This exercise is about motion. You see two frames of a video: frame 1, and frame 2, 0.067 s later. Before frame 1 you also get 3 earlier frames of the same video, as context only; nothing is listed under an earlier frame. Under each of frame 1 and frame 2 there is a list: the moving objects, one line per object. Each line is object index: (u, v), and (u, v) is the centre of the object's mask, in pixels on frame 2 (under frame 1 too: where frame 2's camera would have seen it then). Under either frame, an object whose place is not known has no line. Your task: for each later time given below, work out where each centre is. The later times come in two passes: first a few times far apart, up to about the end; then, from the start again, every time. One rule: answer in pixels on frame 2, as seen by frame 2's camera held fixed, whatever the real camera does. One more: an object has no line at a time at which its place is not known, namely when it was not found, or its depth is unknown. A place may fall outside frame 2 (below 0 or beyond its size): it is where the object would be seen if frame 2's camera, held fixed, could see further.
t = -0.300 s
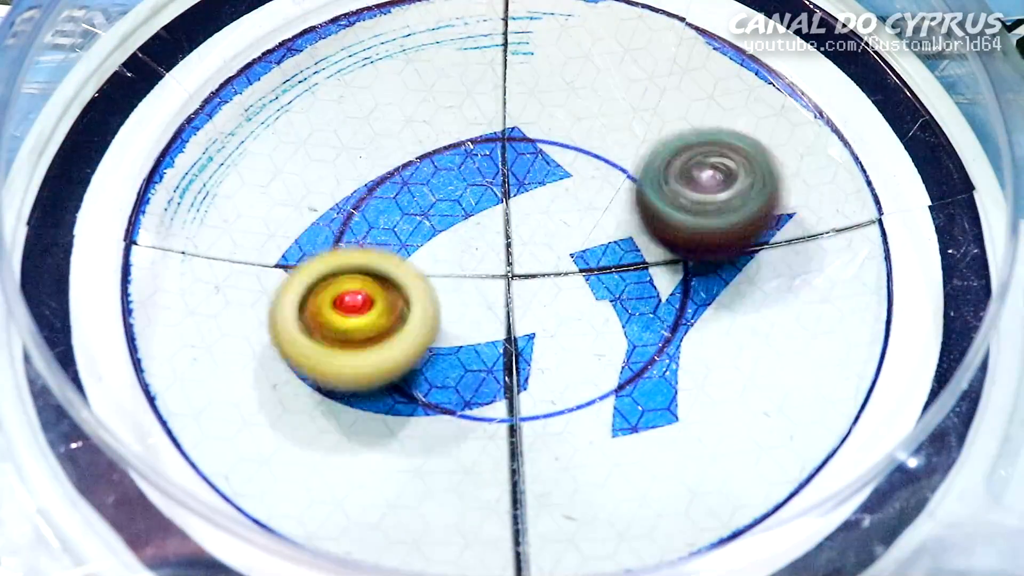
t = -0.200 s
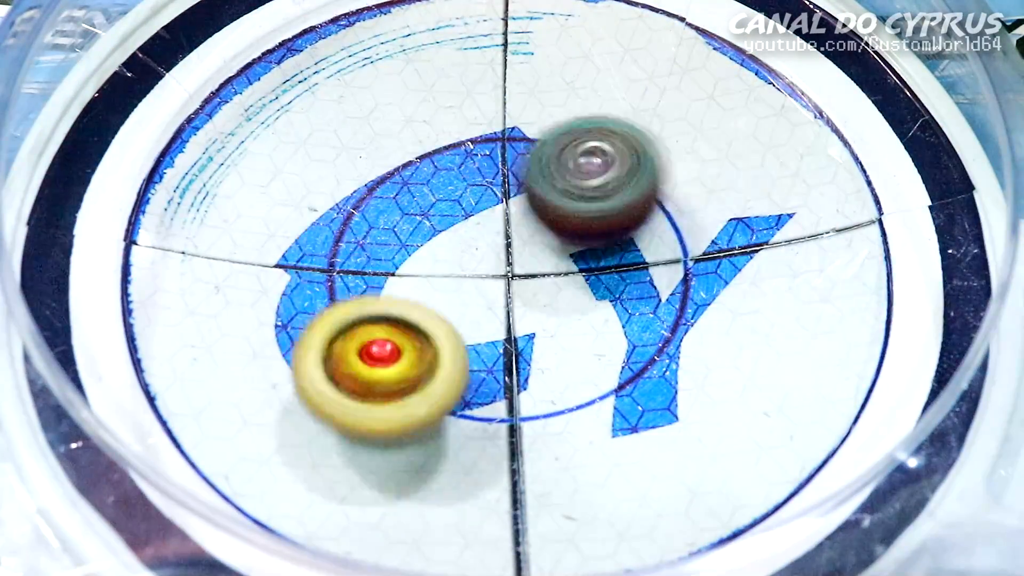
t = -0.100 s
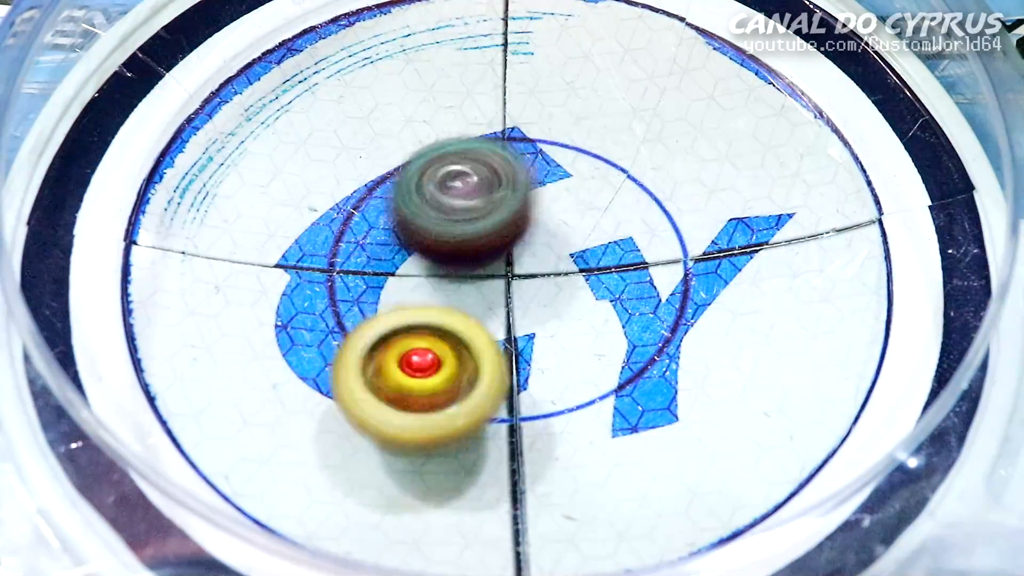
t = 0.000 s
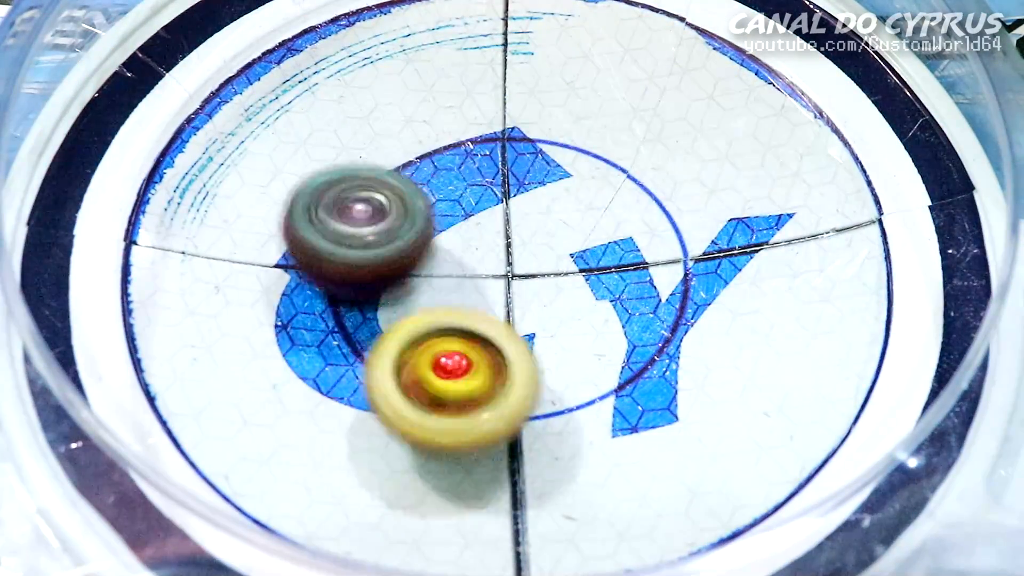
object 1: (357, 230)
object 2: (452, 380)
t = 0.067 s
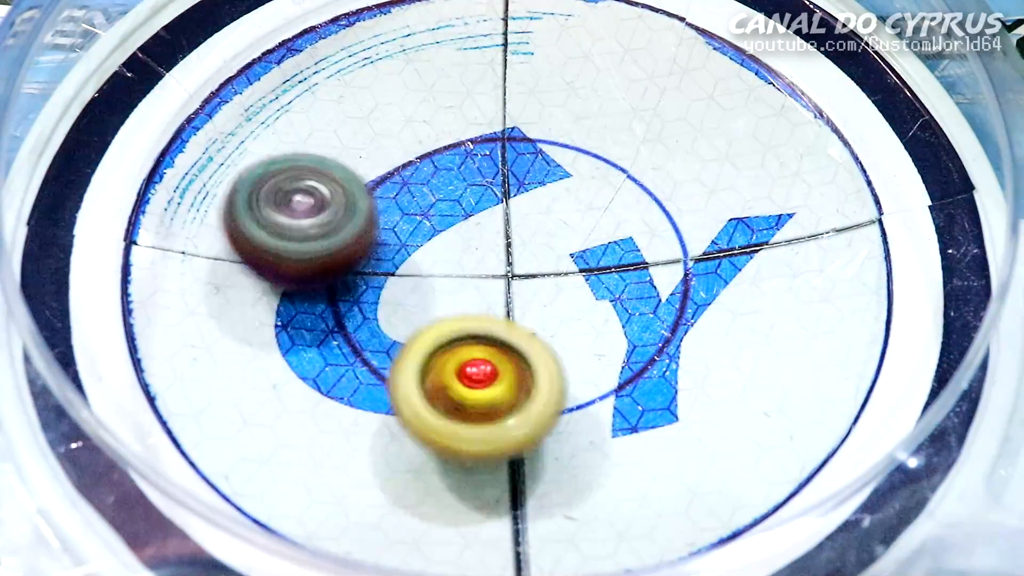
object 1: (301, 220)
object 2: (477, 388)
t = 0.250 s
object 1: (210, 280)
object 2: (502, 354)
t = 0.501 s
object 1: (330, 283)
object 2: (577, 291)
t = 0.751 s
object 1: (363, 158)
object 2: (632, 158)
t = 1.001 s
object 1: (389, 80)
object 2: (549, 126)
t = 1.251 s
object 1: (370, 61)
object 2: (578, 204)
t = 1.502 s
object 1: (444, 191)
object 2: (580, 273)
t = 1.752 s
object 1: (408, 166)
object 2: (734, 402)
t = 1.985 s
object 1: (467, 212)
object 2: (670, 400)
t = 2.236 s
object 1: (594, 220)
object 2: (524, 352)
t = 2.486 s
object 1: (615, 184)
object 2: (365, 257)
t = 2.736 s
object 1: (537, 207)
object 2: (306, 189)
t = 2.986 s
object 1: (464, 280)
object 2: (358, 163)
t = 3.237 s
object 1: (473, 315)
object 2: (485, 152)
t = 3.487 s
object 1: (504, 262)
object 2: (622, 164)
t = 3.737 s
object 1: (479, 176)
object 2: (680, 195)
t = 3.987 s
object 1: (436, 160)
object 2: (647, 246)
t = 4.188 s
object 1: (449, 195)
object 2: (564, 298)
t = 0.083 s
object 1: (286, 221)
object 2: (482, 386)
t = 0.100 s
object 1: (272, 224)
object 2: (487, 385)
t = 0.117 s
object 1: (258, 227)
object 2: (491, 382)
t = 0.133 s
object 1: (245, 230)
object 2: (493, 379)
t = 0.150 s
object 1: (234, 237)
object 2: (495, 375)
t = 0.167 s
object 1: (225, 243)
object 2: (496, 372)
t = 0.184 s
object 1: (217, 251)
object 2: (498, 369)
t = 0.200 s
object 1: (211, 258)
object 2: (500, 366)
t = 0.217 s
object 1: (208, 266)
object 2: (501, 361)
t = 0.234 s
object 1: (209, 273)
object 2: (501, 358)
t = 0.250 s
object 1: (210, 280)
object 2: (502, 354)
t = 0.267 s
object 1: (214, 286)
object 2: (502, 350)
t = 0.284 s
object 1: (221, 292)
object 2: (503, 346)
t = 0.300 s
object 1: (229, 298)
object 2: (503, 343)
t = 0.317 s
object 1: (237, 302)
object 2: (504, 338)
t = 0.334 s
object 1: (248, 306)
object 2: (504, 334)
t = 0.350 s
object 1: (261, 310)
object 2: (504, 329)
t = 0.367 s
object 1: (274, 312)
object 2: (504, 326)
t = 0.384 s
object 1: (287, 314)
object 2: (505, 321)
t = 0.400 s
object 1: (302, 315)
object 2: (505, 316)
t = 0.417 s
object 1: (319, 315)
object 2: (505, 312)
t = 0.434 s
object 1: (332, 314)
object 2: (506, 308)
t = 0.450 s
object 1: (331, 306)
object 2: (522, 306)
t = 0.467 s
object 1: (328, 297)
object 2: (542, 300)
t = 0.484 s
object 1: (328, 290)
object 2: (559, 296)
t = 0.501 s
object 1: (330, 283)
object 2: (577, 291)
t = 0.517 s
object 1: (333, 275)
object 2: (591, 283)
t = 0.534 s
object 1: (334, 267)
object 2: (603, 276)
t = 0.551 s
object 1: (336, 258)
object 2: (614, 267)
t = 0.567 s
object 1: (339, 248)
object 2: (624, 258)
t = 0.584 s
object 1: (341, 240)
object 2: (631, 247)
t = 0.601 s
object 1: (344, 232)
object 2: (637, 239)
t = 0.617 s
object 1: (346, 224)
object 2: (640, 229)
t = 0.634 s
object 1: (348, 214)
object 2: (643, 218)
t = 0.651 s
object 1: (351, 208)
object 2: (644, 210)
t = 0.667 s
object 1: (354, 198)
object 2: (645, 201)
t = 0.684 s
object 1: (355, 189)
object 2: (645, 192)
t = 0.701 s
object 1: (358, 182)
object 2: (642, 182)
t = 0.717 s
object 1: (360, 173)
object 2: (640, 175)
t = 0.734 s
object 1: (360, 165)
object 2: (637, 167)
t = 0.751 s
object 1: (363, 158)
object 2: (632, 158)
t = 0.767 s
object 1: (365, 150)
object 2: (628, 153)
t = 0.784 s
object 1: (367, 144)
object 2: (624, 147)
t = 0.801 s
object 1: (370, 138)
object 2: (618, 141)
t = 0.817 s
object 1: (372, 131)
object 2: (612, 135)
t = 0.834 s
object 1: (374, 126)
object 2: (607, 131)
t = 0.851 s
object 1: (376, 119)
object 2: (601, 128)
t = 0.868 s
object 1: (378, 114)
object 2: (595, 124)
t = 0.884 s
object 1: (379, 109)
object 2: (588, 123)
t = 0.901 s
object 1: (382, 104)
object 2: (583, 122)
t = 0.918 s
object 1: (383, 99)
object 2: (576, 120)
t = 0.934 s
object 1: (384, 94)
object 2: (569, 121)
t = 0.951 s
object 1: (386, 90)
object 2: (563, 121)
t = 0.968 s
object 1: (387, 86)
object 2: (558, 122)
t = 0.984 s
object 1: (388, 83)
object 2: (553, 124)
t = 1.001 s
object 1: (389, 80)
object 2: (549, 126)
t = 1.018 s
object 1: (390, 77)
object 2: (547, 127)
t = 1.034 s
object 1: (392, 76)
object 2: (543, 130)
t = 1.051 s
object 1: (394, 74)
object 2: (541, 132)
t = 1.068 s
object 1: (395, 74)
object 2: (540, 134)
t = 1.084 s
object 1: (398, 74)
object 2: (538, 136)
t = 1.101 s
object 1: (400, 74)
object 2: (538, 140)
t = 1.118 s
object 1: (395, 68)
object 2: (544, 150)
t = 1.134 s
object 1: (388, 63)
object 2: (552, 159)
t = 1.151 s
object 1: (385, 61)
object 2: (558, 167)
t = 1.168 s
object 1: (381, 59)
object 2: (563, 175)
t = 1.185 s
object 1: (378, 58)
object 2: (568, 182)
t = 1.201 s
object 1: (375, 58)
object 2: (571, 188)
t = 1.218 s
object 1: (373, 58)
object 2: (574, 194)
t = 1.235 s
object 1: (372, 59)
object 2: (576, 199)
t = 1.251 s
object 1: (370, 61)
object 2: (578, 204)
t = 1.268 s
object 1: (369, 65)
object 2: (580, 209)
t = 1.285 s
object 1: (368, 69)
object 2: (581, 215)
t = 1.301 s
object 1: (368, 74)
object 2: (582, 219)
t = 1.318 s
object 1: (369, 80)
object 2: (583, 224)
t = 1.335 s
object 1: (369, 87)
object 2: (584, 229)
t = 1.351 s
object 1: (372, 95)
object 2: (585, 233)
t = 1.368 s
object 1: (375, 104)
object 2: (585, 238)
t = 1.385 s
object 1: (378, 115)
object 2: (585, 243)
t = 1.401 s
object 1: (385, 127)
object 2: (585, 246)
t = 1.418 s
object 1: (391, 138)
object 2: (585, 251)
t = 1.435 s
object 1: (400, 148)
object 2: (584, 256)
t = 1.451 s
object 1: (409, 160)
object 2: (583, 260)
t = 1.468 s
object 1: (418, 170)
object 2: (582, 264)
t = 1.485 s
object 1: (431, 181)
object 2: (580, 268)
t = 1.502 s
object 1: (444, 191)
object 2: (580, 273)
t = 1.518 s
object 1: (445, 187)
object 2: (595, 292)
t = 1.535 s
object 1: (435, 177)
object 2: (616, 313)
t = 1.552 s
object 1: (430, 170)
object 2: (635, 326)
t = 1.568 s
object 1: (425, 164)
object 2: (652, 339)
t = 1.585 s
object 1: (423, 161)
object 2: (671, 354)
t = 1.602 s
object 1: (421, 160)
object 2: (686, 362)
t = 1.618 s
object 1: (419, 159)
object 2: (697, 371)
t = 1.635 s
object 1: (414, 158)
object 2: (710, 379)
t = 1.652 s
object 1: (412, 158)
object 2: (718, 384)
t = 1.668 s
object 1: (410, 159)
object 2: (725, 389)
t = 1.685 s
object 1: (409, 160)
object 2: (730, 393)
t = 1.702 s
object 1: (409, 161)
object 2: (732, 394)
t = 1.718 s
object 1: (407, 163)
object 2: (734, 398)
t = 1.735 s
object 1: (408, 165)
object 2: (736, 401)
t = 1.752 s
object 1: (408, 166)
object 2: (734, 402)
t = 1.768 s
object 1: (409, 169)
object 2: (733, 405)
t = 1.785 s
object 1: (410, 171)
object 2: (732, 406)
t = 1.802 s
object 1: (412, 175)
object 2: (729, 408)
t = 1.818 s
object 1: (414, 178)
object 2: (727, 408)
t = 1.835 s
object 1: (418, 182)
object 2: (723, 408)
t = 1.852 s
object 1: (421, 186)
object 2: (718, 408)
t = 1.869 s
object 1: (425, 190)
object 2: (715, 408)
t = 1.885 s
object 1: (431, 193)
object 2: (710, 407)
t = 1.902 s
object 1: (435, 197)
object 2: (703, 406)
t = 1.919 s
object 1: (441, 199)
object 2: (699, 406)
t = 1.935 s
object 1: (446, 202)
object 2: (692, 403)
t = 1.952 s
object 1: (454, 205)
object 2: (684, 403)
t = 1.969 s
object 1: (460, 208)
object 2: (679, 401)
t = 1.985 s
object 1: (467, 212)
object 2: (670, 400)
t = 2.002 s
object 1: (474, 213)
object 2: (662, 398)
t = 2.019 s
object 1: (481, 216)
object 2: (654, 396)
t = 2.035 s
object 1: (489, 218)
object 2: (645, 394)
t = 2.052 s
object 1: (495, 221)
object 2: (635, 392)
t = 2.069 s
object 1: (504, 222)
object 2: (626, 388)
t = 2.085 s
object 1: (511, 223)
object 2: (616, 386)
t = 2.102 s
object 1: (520, 226)
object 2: (606, 383)
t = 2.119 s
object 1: (527, 227)
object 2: (595, 379)
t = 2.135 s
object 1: (535, 228)
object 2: (587, 377)
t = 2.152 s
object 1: (544, 228)
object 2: (576, 372)
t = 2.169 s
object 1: (553, 228)
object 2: (565, 367)
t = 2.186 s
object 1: (564, 226)
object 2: (557, 363)
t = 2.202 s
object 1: (573, 225)
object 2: (545, 359)
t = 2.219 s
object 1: (584, 222)
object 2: (534, 356)
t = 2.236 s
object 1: (594, 220)
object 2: (524, 352)
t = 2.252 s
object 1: (602, 216)
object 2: (512, 346)
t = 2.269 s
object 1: (606, 215)
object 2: (502, 341)
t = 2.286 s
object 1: (611, 211)
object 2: (491, 336)
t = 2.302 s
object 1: (614, 208)
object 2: (479, 330)
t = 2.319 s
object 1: (617, 206)
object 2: (469, 323)
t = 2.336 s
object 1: (619, 202)
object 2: (456, 316)
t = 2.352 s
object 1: (622, 200)
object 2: (445, 311)
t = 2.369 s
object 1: (623, 198)
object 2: (434, 304)
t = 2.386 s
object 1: (624, 196)
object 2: (420, 296)
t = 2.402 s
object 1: (623, 192)
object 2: (411, 289)
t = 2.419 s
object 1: (624, 191)
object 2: (401, 283)
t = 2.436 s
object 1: (623, 188)
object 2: (391, 277)
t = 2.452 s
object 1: (621, 187)
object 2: (383, 270)
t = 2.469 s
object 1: (619, 185)
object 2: (373, 263)
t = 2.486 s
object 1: (615, 184)
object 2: (365, 257)
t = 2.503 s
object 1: (613, 183)
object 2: (358, 251)
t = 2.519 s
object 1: (609, 183)
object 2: (352, 246)
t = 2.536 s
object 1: (606, 182)
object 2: (346, 240)
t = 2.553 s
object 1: (600, 182)
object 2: (338, 234)
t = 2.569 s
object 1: (596, 183)
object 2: (334, 229)
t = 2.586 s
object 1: (592, 185)
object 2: (328, 224)
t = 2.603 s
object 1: (587, 187)
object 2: (323, 220)
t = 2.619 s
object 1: (582, 189)
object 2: (319, 215)
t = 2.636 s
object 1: (577, 191)
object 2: (314, 210)
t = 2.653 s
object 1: (570, 192)
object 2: (312, 206)
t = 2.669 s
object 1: (564, 195)
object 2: (309, 202)
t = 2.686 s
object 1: (558, 197)
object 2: (308, 199)
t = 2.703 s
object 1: (551, 200)
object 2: (307, 195)
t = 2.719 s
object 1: (546, 203)
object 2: (305, 191)
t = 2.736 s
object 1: (537, 207)
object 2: (306, 189)
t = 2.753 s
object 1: (531, 210)
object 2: (306, 186)
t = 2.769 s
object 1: (524, 215)
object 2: (306, 185)
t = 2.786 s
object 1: (517, 219)
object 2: (308, 182)
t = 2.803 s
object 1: (510, 224)
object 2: (308, 180)
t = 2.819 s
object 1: (505, 229)
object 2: (312, 179)
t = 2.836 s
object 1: (499, 233)
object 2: (314, 176)
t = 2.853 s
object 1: (494, 236)
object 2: (316, 175)
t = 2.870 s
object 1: (488, 242)
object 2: (321, 173)
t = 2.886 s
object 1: (483, 248)
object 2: (324, 171)
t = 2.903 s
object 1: (478, 253)
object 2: (330, 170)
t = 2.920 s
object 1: (474, 258)
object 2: (334, 168)
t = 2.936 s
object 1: (470, 263)
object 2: (339, 167)
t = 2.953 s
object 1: (468, 269)
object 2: (346, 165)
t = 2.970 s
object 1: (466, 274)
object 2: (351, 164)
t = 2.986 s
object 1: (464, 280)
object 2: (358, 163)
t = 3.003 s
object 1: (462, 285)
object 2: (365, 162)
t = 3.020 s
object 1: (461, 289)
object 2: (372, 162)
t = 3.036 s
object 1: (461, 294)
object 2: (380, 159)
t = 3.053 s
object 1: (459, 298)
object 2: (388, 160)
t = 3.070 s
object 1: (459, 301)
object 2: (397, 160)
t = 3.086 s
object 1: (460, 305)
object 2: (404, 158)
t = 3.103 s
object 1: (460, 306)
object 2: (413, 159)
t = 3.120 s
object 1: (460, 310)
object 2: (422, 157)
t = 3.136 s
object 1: (461, 311)
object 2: (430, 157)
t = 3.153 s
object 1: (461, 312)
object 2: (440, 155)
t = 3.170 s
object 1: (463, 313)
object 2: (447, 155)
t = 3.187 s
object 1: (464, 315)
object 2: (457, 155)
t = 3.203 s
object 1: (467, 315)
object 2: (466, 153)
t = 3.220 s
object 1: (468, 315)
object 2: (475, 154)
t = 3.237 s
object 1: (473, 315)
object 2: (485, 152)
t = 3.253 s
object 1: (474, 315)
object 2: (493, 153)
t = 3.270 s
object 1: (477, 313)
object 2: (504, 152)
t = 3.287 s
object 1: (478, 312)
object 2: (512, 152)
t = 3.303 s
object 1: (481, 309)
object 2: (522, 155)
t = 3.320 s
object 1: (483, 307)
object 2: (532, 154)
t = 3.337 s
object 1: (486, 303)
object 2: (541, 156)
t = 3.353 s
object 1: (488, 301)
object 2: (552, 156)
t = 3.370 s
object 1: (491, 296)
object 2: (560, 156)
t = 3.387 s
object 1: (493, 294)
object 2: (572, 158)
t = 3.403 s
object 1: (496, 288)
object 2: (580, 158)
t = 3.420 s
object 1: (498, 284)
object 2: (590, 161)
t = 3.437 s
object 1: (500, 278)
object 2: (599, 161)
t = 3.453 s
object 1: (502, 273)
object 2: (606, 163)
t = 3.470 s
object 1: (503, 267)
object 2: (615, 162)
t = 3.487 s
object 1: (504, 262)
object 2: (622, 164)
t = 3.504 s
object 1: (505, 256)
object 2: (630, 165)
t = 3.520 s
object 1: (505, 249)
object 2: (636, 166)
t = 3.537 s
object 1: (505, 244)
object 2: (642, 168)
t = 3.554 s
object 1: (504, 237)
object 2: (647, 169)
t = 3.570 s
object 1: (503, 231)
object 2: (651, 171)
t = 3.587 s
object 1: (501, 225)
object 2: (657, 172)
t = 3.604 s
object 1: (501, 219)
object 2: (660, 174)
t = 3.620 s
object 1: (499, 213)
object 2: (665, 176)
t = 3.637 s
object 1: (497, 208)
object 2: (668, 178)
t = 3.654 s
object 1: (494, 201)
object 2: (671, 181)
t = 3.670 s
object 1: (491, 196)
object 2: (673, 183)
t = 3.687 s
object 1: (488, 190)
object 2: (675, 187)
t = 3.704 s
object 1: (486, 185)
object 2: (677, 188)
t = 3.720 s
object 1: (482, 180)
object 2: (678, 192)
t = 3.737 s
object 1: (479, 176)
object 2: (680, 195)
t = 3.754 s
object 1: (475, 171)
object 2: (679, 198)
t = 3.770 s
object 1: (472, 167)
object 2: (680, 202)
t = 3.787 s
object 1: (469, 164)
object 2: (679, 204)
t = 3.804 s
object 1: (465, 161)
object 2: (679, 209)
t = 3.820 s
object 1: (462, 159)
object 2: (679, 211)
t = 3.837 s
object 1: (458, 157)
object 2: (676, 216)
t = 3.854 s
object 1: (455, 155)
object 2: (676, 218)
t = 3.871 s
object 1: (452, 154)
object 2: (673, 223)
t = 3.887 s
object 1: (449, 153)
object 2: (671, 226)
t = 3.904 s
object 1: (446, 153)
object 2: (667, 229)
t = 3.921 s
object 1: (444, 154)
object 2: (664, 233)
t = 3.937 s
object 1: (441, 155)
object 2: (661, 236)
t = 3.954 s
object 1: (439, 155)
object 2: (657, 239)
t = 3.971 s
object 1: (437, 158)
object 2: (653, 242)
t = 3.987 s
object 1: (436, 160)
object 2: (647, 246)
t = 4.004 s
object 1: (434, 162)
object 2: (642, 250)
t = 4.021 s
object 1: (434, 164)
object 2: (635, 254)
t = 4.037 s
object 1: (434, 167)
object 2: (629, 258)
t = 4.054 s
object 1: (434, 170)
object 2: (622, 261)
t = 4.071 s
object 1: (435, 173)
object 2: (615, 266)
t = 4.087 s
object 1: (436, 177)
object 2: (609, 268)
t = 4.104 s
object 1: (437, 181)
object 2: (601, 273)
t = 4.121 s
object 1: (440, 185)
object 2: (594, 276)
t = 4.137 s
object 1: (442, 189)
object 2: (584, 280)
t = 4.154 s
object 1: (446, 194)
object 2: (577, 284)
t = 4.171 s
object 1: (448, 196)
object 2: (568, 288)
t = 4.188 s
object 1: (449, 195)
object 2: (564, 298)
